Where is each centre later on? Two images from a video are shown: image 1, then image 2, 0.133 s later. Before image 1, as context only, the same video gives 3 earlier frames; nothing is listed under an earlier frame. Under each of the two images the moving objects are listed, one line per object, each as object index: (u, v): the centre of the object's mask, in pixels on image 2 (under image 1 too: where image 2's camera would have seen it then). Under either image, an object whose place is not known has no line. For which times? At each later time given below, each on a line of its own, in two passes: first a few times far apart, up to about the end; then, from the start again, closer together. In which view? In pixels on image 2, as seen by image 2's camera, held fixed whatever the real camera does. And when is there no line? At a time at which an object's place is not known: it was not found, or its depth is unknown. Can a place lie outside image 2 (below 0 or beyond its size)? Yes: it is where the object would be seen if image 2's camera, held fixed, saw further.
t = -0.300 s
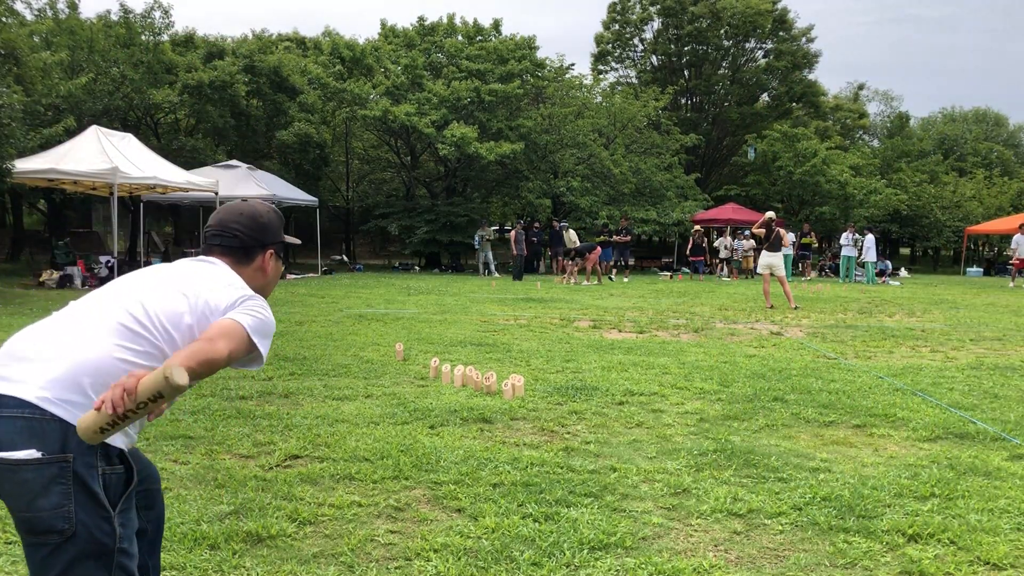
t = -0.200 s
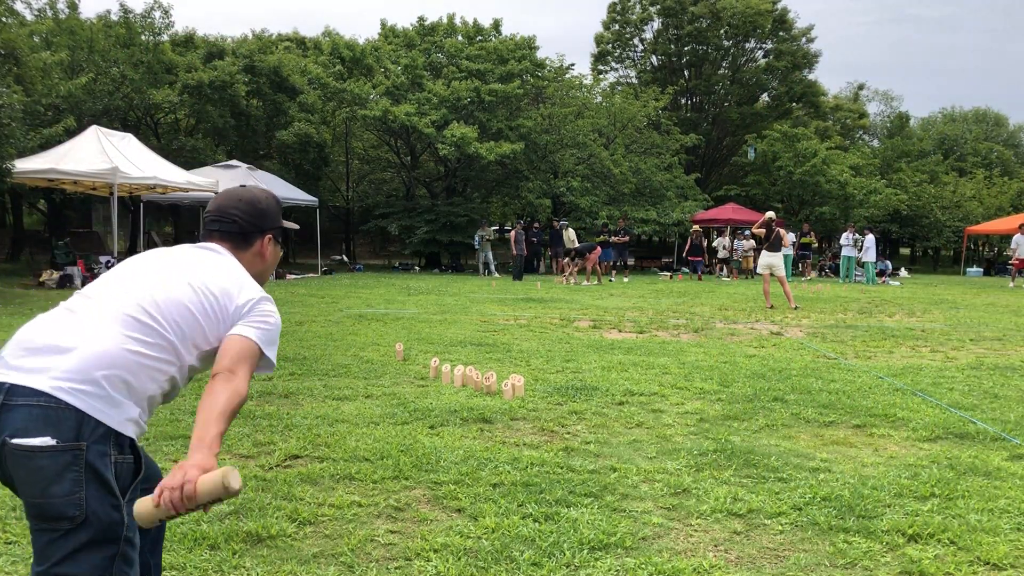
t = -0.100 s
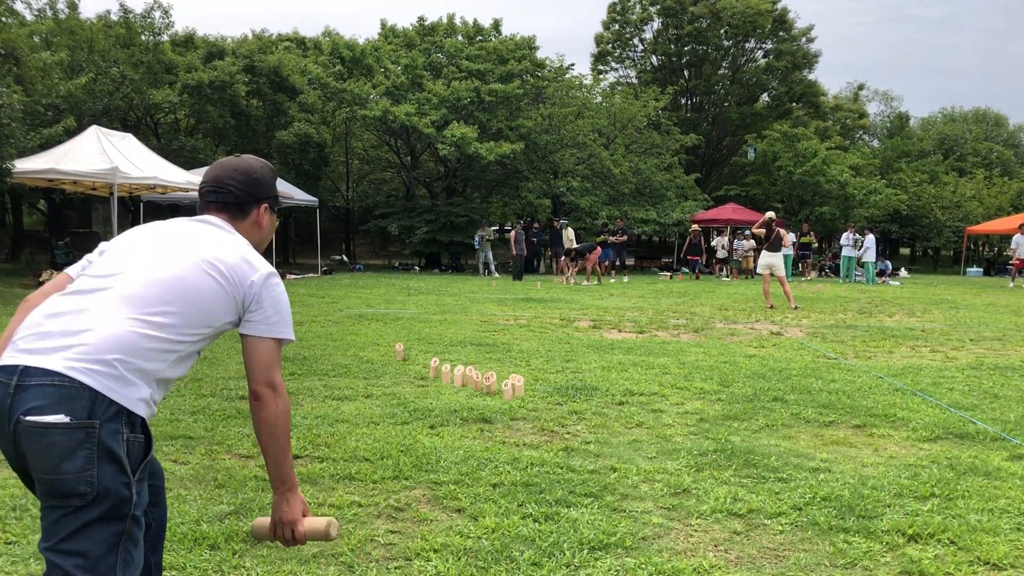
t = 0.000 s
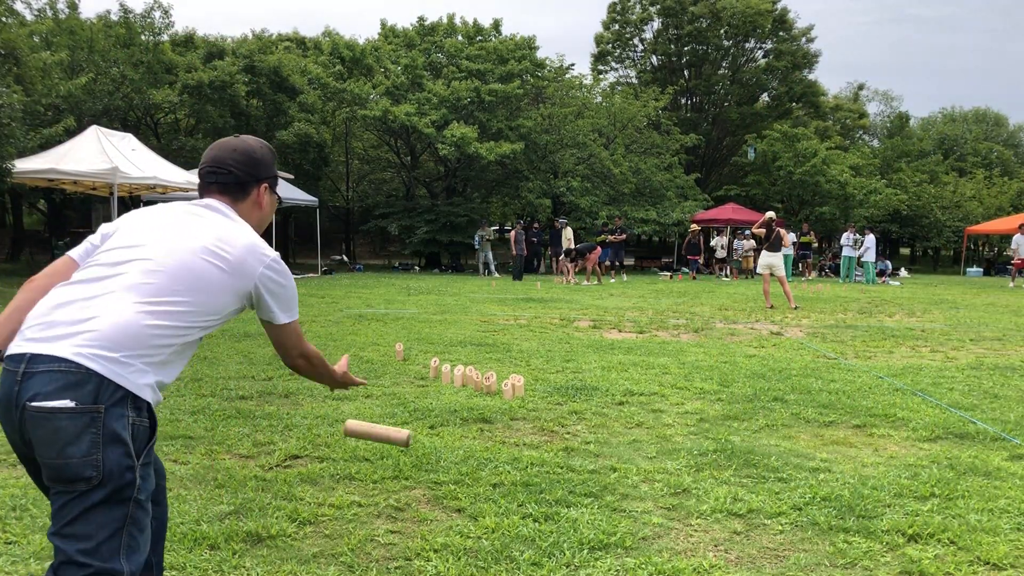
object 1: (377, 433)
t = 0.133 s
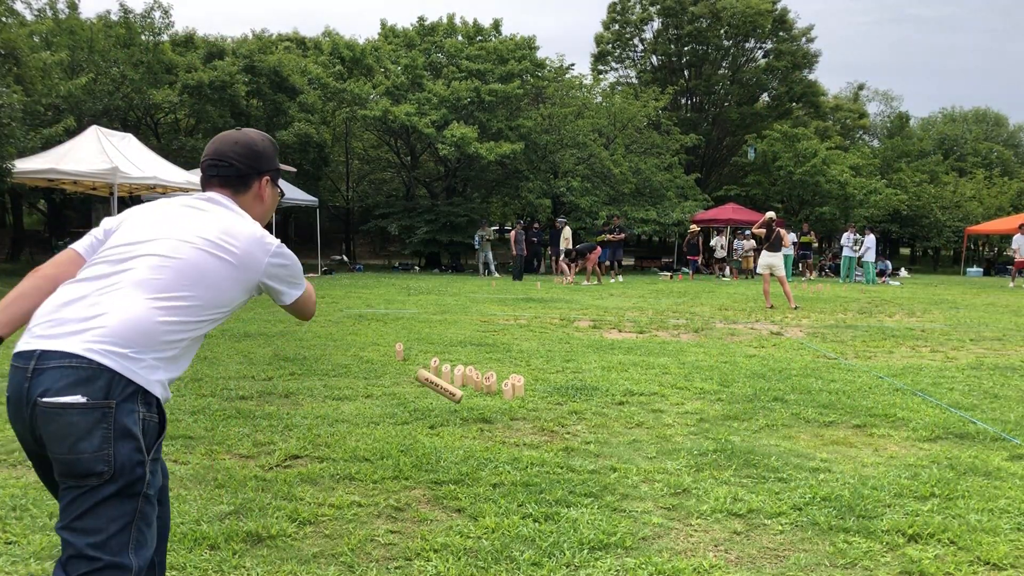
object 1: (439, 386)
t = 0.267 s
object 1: (475, 390)
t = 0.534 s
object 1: (528, 334)
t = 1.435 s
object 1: (541, 330)
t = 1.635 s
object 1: (538, 330)
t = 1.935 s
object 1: (524, 332)
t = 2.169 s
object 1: (521, 333)
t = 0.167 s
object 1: (450, 384)
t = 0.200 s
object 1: (459, 384)
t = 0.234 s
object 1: (468, 386)
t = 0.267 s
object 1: (475, 390)
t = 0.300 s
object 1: (481, 396)
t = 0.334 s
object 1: (487, 400)
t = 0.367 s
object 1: (493, 391)
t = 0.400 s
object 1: (504, 370)
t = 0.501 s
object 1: (522, 341)
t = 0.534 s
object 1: (528, 334)
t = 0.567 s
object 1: (534, 330)
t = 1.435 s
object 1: (541, 330)
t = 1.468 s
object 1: (541, 328)
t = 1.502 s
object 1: (541, 327)
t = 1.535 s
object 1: (541, 327)
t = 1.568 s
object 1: (541, 329)
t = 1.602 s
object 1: (539, 331)
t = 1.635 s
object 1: (538, 330)
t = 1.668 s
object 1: (537, 330)
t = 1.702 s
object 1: (535, 331)
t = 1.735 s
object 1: (533, 332)
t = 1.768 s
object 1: (532, 333)
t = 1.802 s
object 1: (530, 333)
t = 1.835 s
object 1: (528, 332)
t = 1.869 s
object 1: (526, 332)
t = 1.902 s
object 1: (525, 333)
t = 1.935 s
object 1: (524, 332)
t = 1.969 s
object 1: (523, 333)
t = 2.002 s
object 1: (522, 333)
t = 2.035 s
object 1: (521, 333)
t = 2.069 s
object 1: (521, 333)
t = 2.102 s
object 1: (520, 333)
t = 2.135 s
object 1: (520, 333)
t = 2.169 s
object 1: (521, 333)
